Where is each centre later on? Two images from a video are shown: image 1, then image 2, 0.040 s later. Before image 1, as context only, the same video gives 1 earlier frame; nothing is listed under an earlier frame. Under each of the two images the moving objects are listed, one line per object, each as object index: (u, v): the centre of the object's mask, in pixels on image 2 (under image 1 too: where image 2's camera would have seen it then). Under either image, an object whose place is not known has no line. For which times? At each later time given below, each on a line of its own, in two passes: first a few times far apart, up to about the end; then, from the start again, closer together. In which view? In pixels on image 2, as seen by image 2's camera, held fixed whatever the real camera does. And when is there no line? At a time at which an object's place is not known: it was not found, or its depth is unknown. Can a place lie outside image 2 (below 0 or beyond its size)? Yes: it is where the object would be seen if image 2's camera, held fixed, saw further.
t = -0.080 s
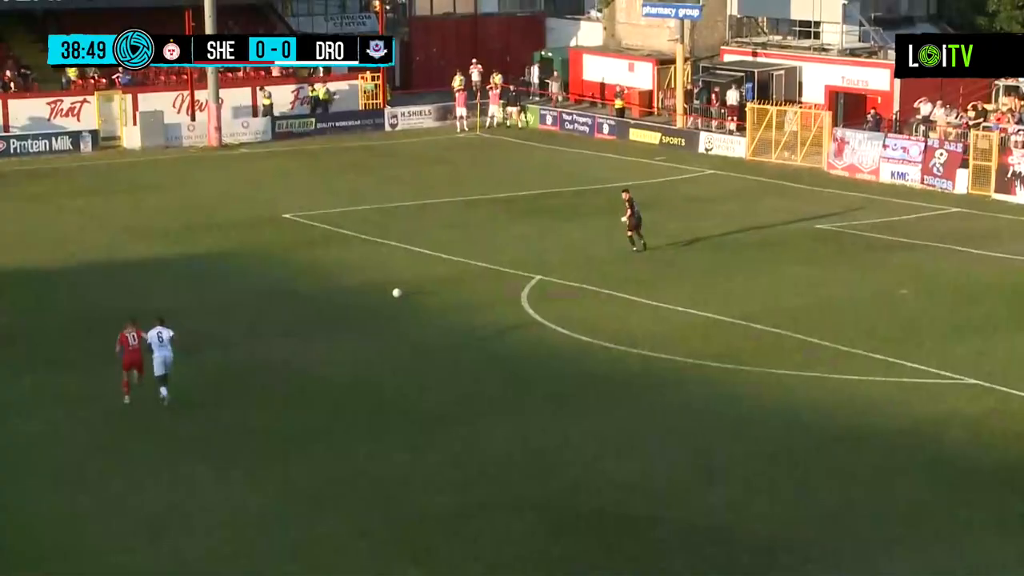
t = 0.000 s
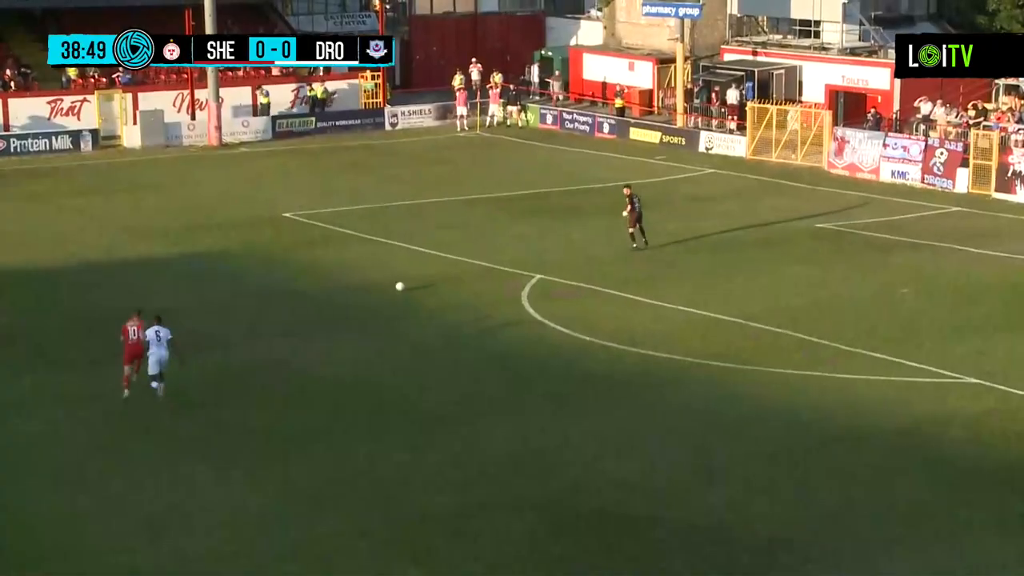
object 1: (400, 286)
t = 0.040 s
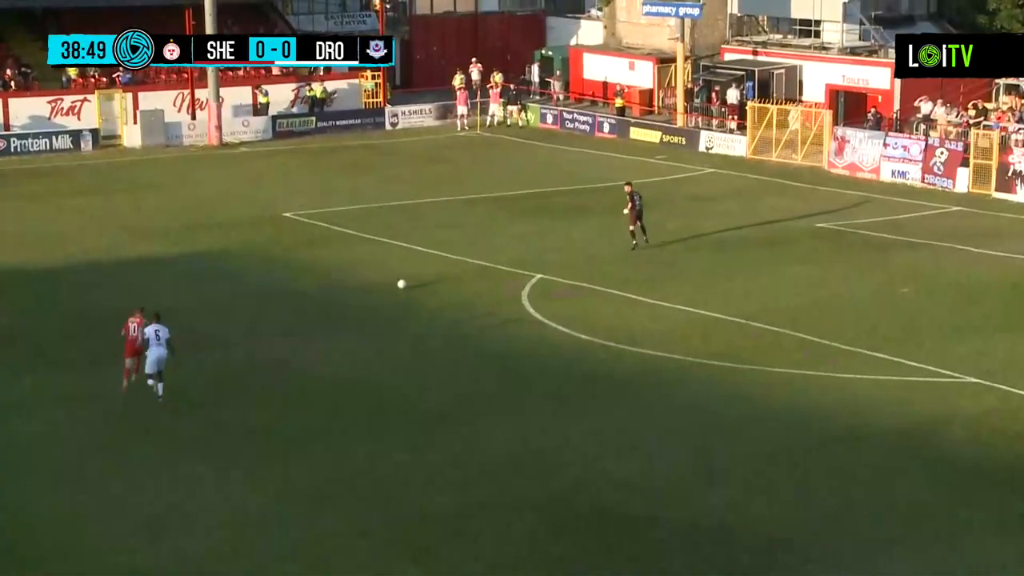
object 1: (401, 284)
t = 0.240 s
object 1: (408, 276)
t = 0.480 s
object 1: (417, 266)
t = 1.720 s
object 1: (448, 231)
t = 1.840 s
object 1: (451, 228)
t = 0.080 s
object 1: (402, 283)
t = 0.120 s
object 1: (404, 282)
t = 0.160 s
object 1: (405, 280)
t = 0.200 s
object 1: (407, 278)
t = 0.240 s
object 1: (408, 276)
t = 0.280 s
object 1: (410, 275)
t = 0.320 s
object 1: (411, 273)
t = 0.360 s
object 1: (412, 271)
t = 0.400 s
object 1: (414, 270)
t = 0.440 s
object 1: (416, 269)
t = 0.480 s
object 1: (417, 266)
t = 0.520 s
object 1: (418, 265)
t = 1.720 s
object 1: (448, 231)
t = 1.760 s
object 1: (449, 230)
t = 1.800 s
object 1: (450, 229)
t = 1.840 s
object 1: (451, 228)
